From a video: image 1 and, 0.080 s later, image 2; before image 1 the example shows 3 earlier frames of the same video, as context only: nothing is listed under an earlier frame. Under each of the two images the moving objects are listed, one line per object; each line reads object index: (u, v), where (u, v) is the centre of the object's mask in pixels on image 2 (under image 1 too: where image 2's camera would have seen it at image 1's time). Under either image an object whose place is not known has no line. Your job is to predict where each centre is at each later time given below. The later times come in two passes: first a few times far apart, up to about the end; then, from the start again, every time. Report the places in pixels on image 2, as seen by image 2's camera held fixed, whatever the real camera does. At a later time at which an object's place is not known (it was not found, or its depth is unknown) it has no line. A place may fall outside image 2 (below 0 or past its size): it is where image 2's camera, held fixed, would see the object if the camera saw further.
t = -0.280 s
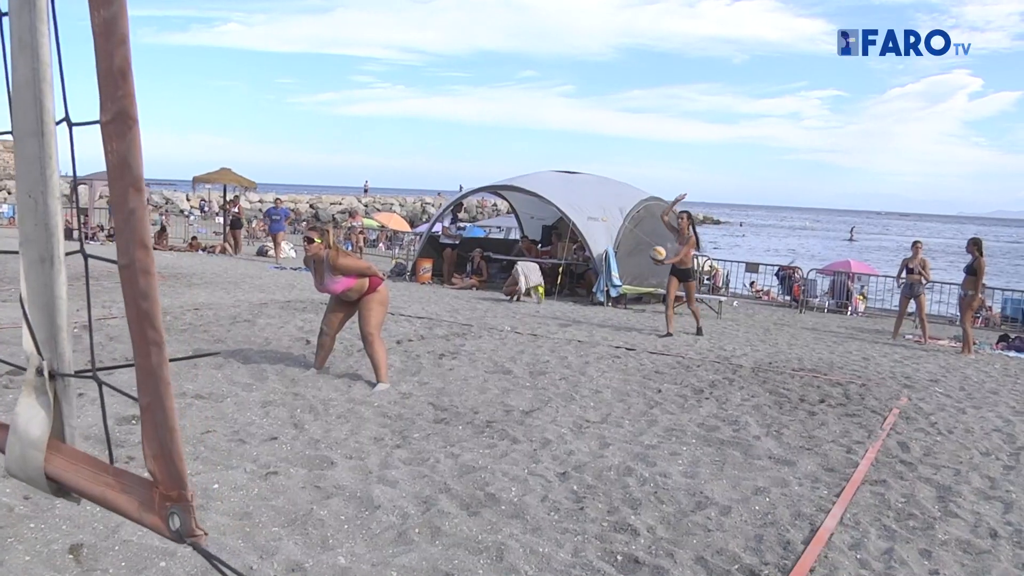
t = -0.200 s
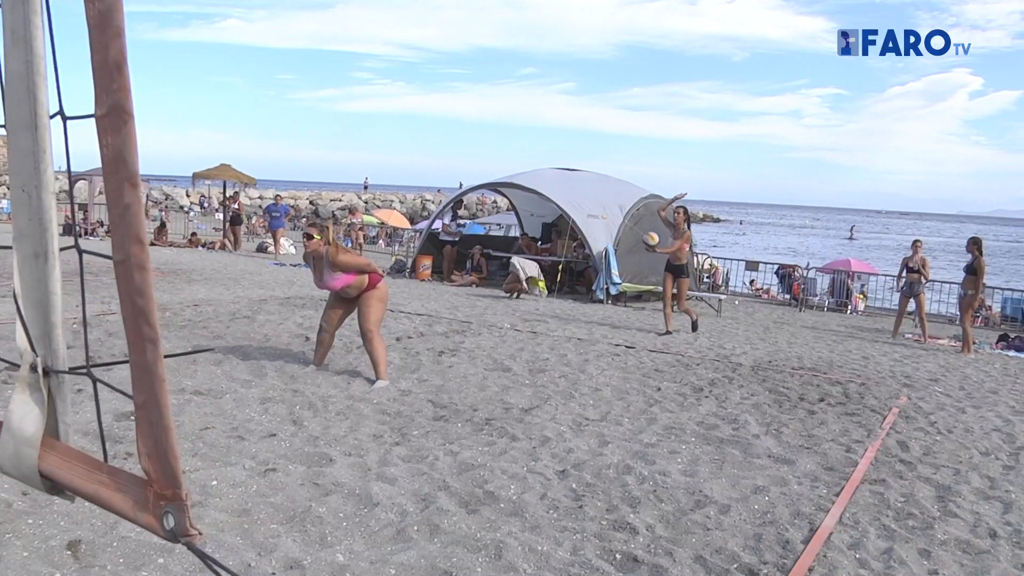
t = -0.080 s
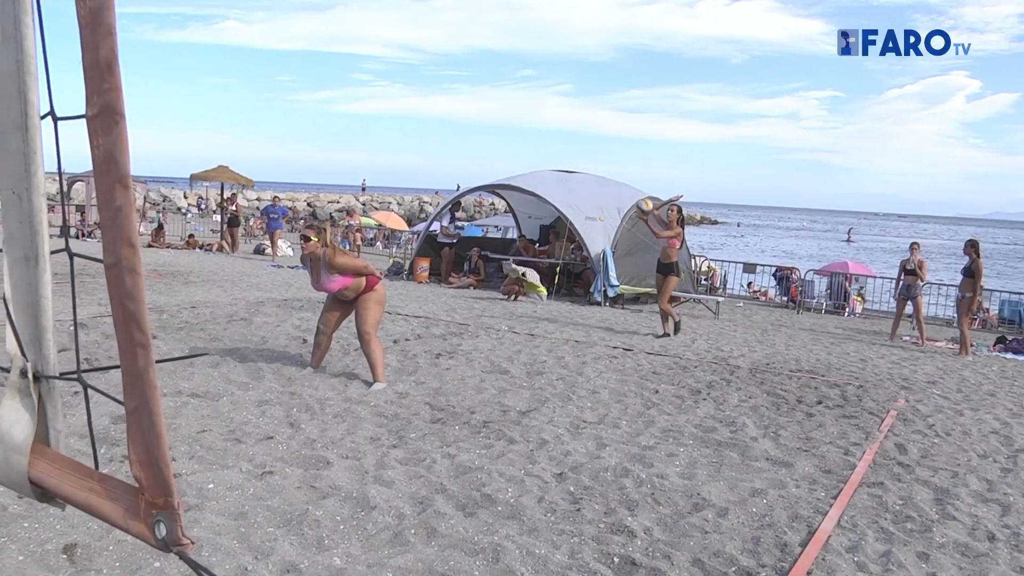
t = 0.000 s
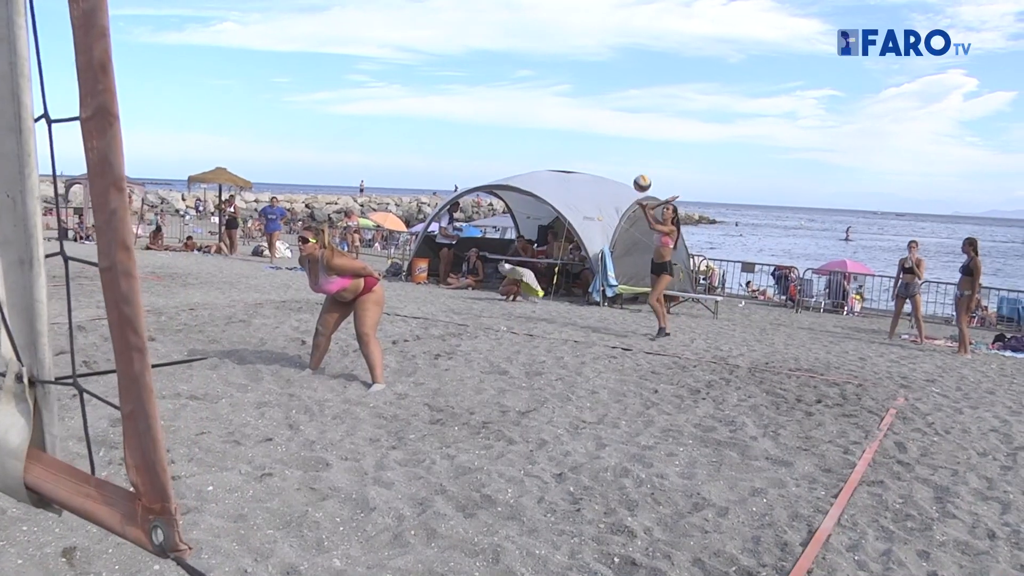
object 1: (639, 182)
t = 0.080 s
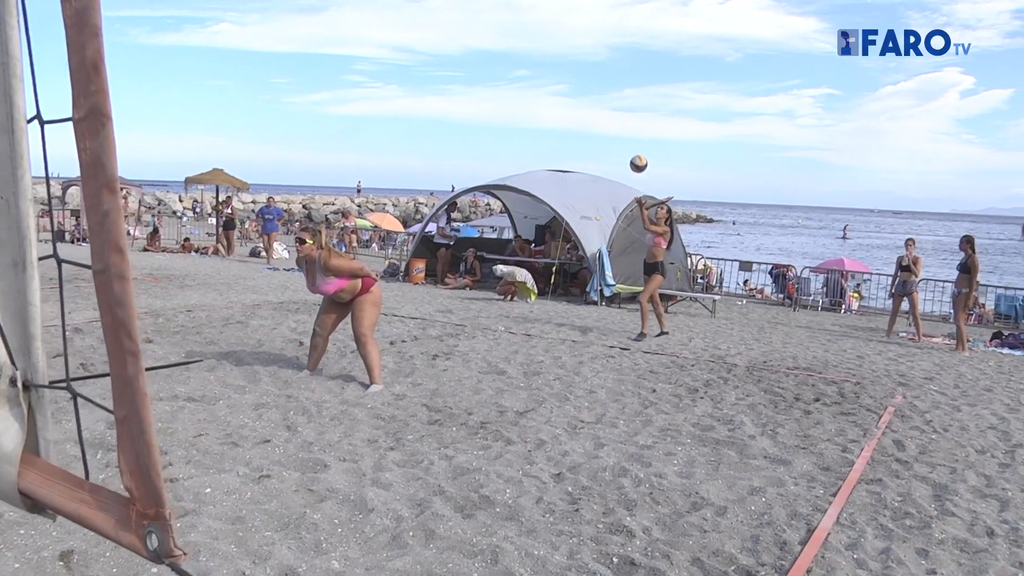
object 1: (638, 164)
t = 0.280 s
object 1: (635, 141)
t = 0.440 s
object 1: (632, 147)
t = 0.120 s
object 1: (638, 156)
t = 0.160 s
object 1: (637, 150)
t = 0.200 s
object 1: (636, 146)
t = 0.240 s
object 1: (636, 143)
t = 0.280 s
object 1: (635, 141)
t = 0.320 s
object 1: (634, 140)
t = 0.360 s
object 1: (634, 141)
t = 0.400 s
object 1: (633, 143)
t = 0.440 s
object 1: (632, 147)
